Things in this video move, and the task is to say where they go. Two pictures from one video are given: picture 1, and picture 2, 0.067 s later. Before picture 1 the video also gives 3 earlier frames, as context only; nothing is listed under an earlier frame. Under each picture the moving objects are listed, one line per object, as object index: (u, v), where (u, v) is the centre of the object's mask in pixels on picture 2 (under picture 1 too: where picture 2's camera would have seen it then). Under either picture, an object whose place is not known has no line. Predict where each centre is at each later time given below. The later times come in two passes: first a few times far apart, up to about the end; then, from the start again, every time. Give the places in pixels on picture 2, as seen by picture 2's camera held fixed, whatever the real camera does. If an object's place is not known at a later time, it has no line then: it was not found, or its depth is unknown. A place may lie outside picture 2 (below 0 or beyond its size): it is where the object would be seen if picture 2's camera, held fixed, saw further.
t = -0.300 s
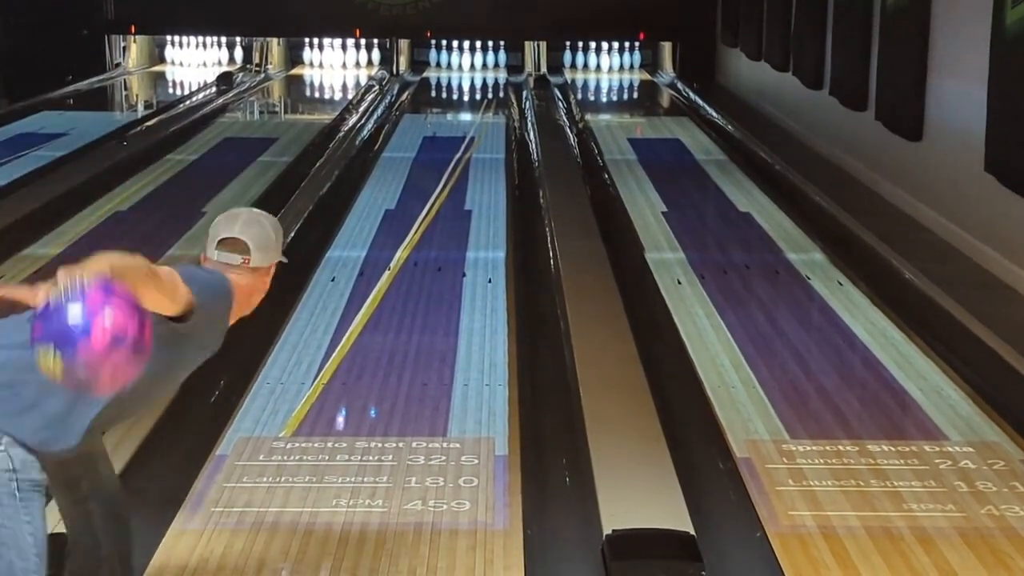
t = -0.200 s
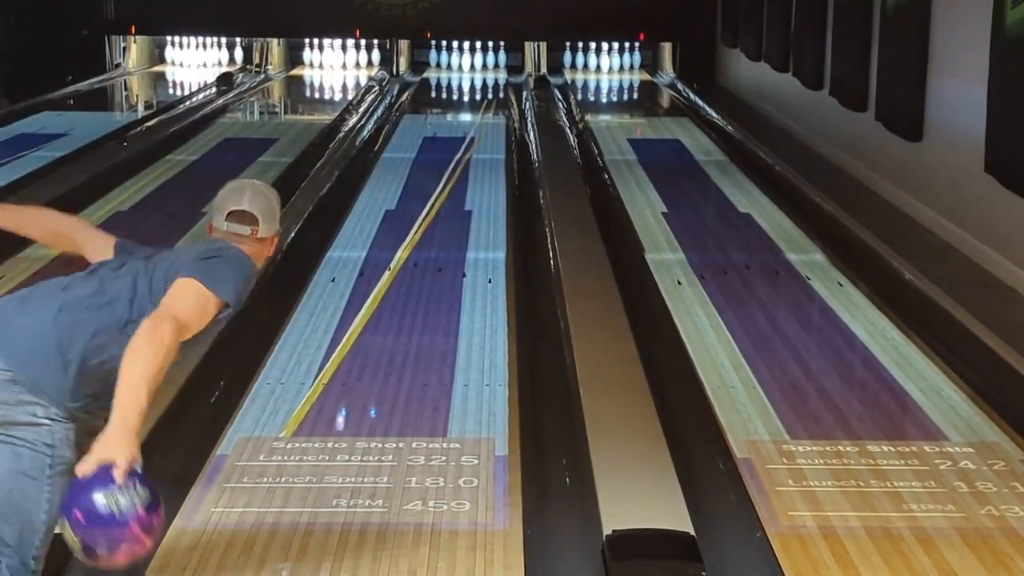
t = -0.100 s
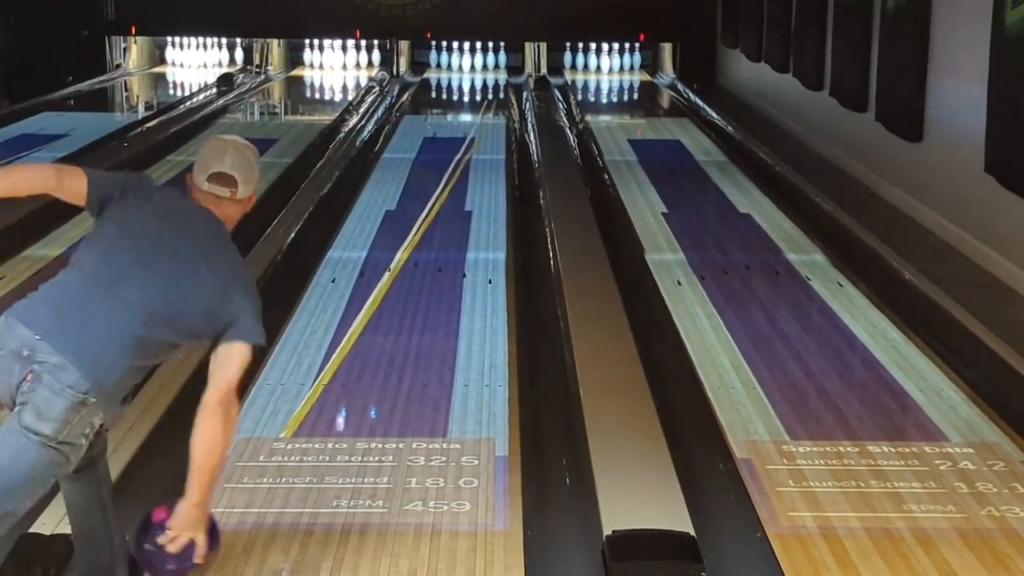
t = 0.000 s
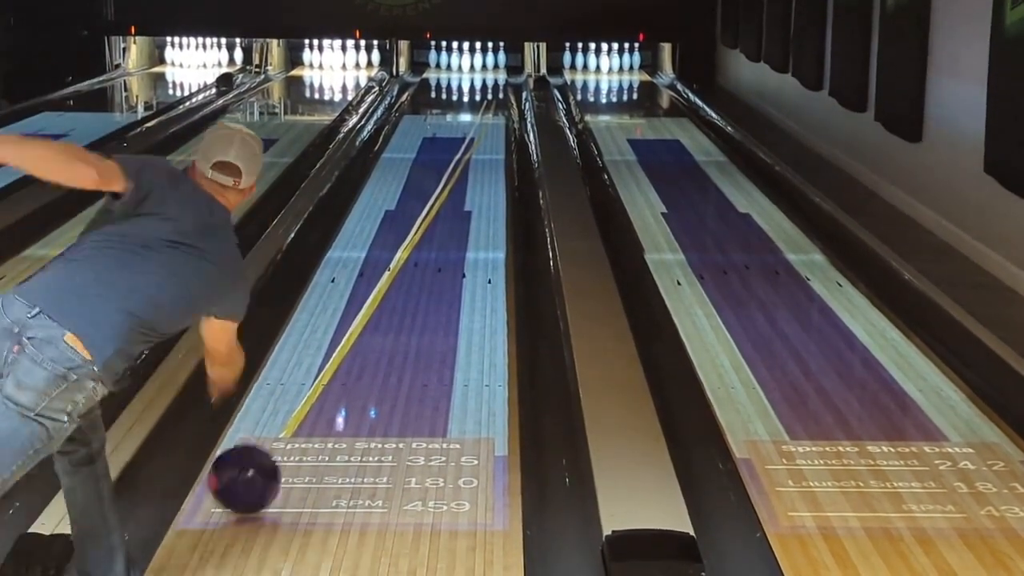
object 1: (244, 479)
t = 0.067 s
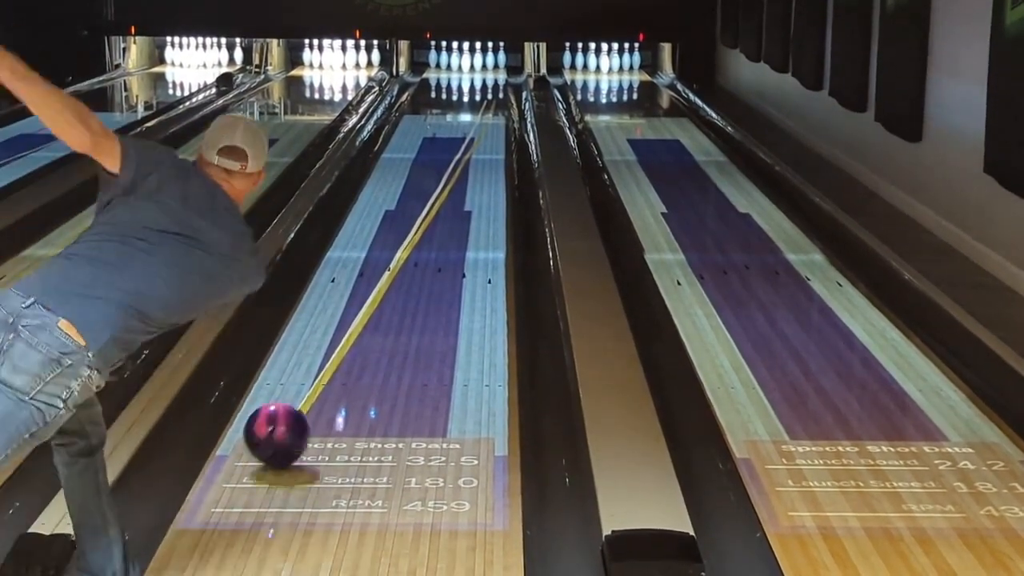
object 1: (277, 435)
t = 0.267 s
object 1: (345, 334)
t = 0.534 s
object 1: (400, 248)
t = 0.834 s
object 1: (437, 187)
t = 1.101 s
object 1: (459, 151)
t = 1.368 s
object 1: (473, 123)
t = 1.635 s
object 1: (483, 102)
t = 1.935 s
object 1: (484, 83)
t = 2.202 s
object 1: (477, 71)
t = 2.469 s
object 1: (466, 62)
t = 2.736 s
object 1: (463, 61)
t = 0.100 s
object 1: (291, 417)
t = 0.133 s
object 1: (303, 398)
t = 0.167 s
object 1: (315, 380)
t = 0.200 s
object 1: (326, 363)
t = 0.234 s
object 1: (335, 348)
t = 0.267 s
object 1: (345, 334)
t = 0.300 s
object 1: (353, 320)
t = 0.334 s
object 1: (361, 308)
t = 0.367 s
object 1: (369, 296)
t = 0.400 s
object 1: (376, 285)
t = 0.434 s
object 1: (382, 275)
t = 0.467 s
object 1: (388, 265)
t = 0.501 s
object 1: (395, 256)
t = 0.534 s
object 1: (400, 248)
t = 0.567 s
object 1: (405, 239)
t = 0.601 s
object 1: (410, 232)
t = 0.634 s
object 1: (414, 225)
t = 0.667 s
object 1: (418, 218)
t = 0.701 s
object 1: (423, 211)
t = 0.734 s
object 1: (426, 204)
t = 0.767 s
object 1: (430, 198)
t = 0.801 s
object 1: (434, 194)
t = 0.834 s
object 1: (437, 187)
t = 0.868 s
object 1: (440, 182)
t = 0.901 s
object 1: (443, 176)
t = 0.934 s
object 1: (446, 172)
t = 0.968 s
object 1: (449, 167)
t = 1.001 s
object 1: (453, 164)
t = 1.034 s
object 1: (455, 159)
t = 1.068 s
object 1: (458, 155)
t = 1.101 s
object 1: (459, 151)
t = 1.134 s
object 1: (461, 146)
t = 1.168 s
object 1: (462, 143)
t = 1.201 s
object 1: (464, 139)
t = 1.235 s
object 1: (466, 136)
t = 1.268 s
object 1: (468, 132)
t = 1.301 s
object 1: (469, 129)
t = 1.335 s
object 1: (471, 126)
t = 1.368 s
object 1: (473, 123)
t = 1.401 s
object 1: (474, 120)
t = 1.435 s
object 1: (476, 117)
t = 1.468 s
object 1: (477, 114)
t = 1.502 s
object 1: (478, 110)
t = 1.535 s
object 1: (479, 109)
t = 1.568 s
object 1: (480, 106)
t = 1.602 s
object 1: (481, 104)
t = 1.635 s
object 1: (483, 102)
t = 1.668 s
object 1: (483, 101)
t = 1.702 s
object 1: (484, 98)
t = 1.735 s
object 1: (484, 95)
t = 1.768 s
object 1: (484, 93)
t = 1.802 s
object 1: (485, 92)
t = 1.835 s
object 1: (485, 90)
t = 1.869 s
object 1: (485, 87)
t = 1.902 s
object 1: (484, 85)
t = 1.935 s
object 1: (484, 83)
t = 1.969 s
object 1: (484, 81)
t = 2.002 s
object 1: (483, 80)
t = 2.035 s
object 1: (482, 79)
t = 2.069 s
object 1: (481, 78)
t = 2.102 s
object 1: (480, 76)
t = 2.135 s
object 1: (479, 74)
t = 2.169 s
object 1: (478, 72)
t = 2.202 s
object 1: (477, 71)
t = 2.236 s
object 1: (475, 69)
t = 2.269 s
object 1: (474, 68)
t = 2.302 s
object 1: (472, 66)
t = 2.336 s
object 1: (469, 65)
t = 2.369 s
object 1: (469, 64)
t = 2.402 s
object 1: (469, 63)
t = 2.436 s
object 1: (469, 62)
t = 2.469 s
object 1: (466, 62)
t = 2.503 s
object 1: (465, 60)
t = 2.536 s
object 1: (462, 60)
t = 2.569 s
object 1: (461, 60)
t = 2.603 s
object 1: (462, 60)
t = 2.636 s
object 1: (461, 59)
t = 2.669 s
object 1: (461, 58)
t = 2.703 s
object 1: (462, 59)
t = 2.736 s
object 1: (463, 61)
